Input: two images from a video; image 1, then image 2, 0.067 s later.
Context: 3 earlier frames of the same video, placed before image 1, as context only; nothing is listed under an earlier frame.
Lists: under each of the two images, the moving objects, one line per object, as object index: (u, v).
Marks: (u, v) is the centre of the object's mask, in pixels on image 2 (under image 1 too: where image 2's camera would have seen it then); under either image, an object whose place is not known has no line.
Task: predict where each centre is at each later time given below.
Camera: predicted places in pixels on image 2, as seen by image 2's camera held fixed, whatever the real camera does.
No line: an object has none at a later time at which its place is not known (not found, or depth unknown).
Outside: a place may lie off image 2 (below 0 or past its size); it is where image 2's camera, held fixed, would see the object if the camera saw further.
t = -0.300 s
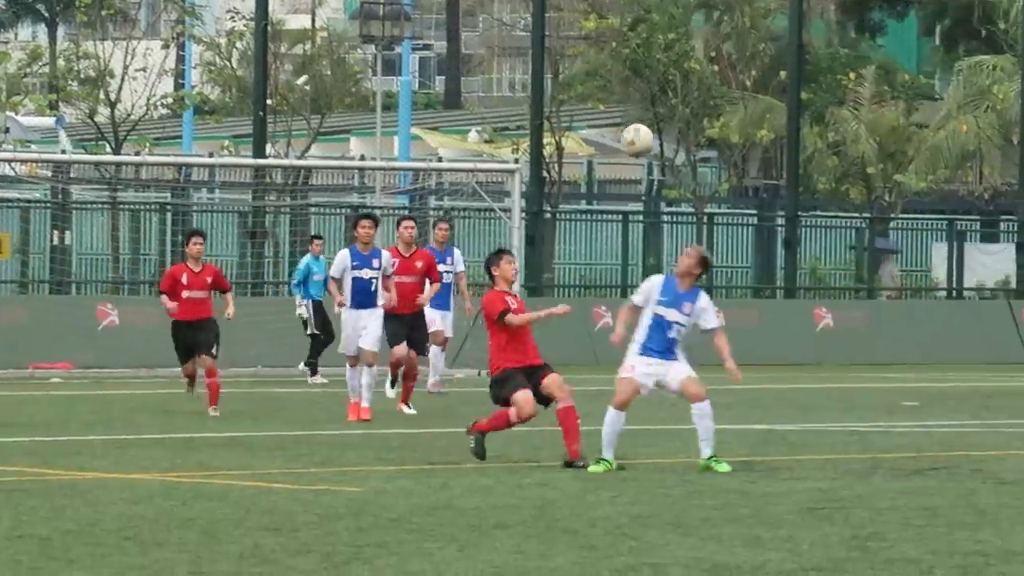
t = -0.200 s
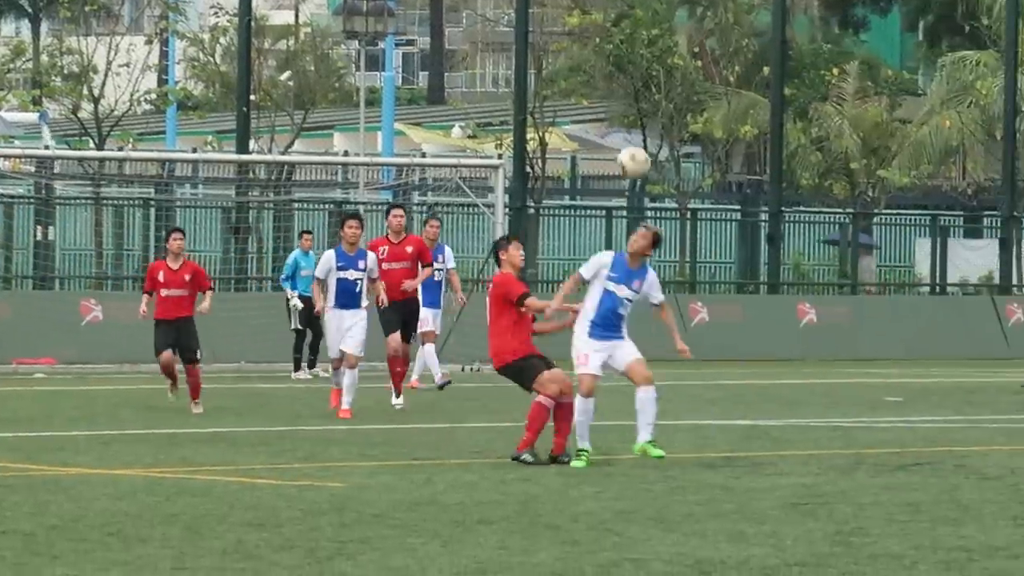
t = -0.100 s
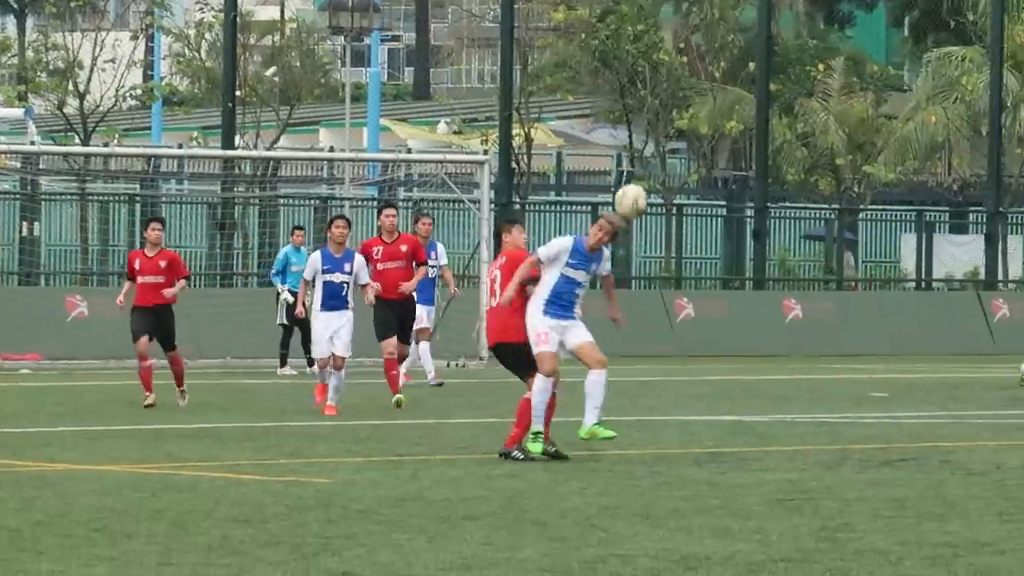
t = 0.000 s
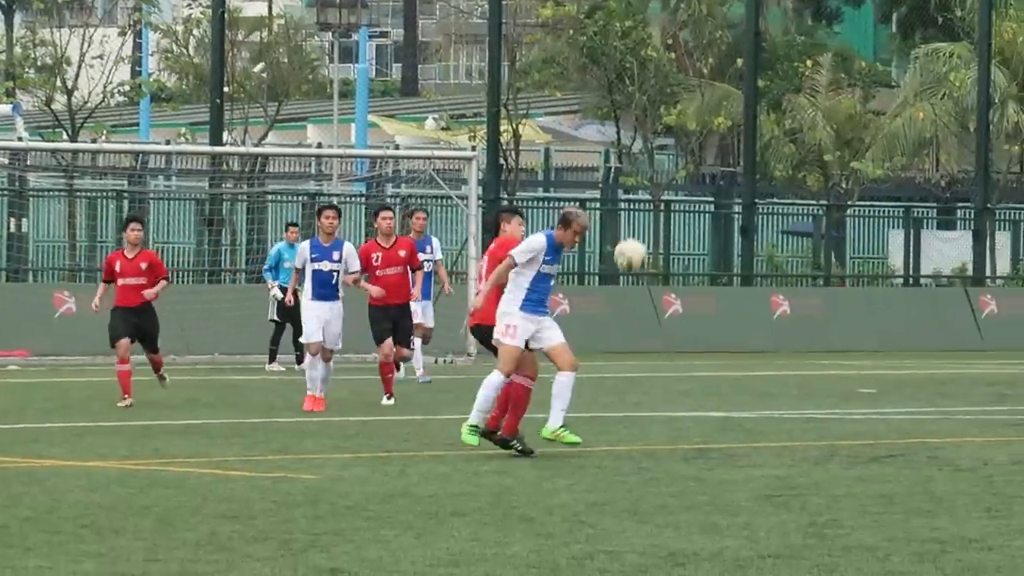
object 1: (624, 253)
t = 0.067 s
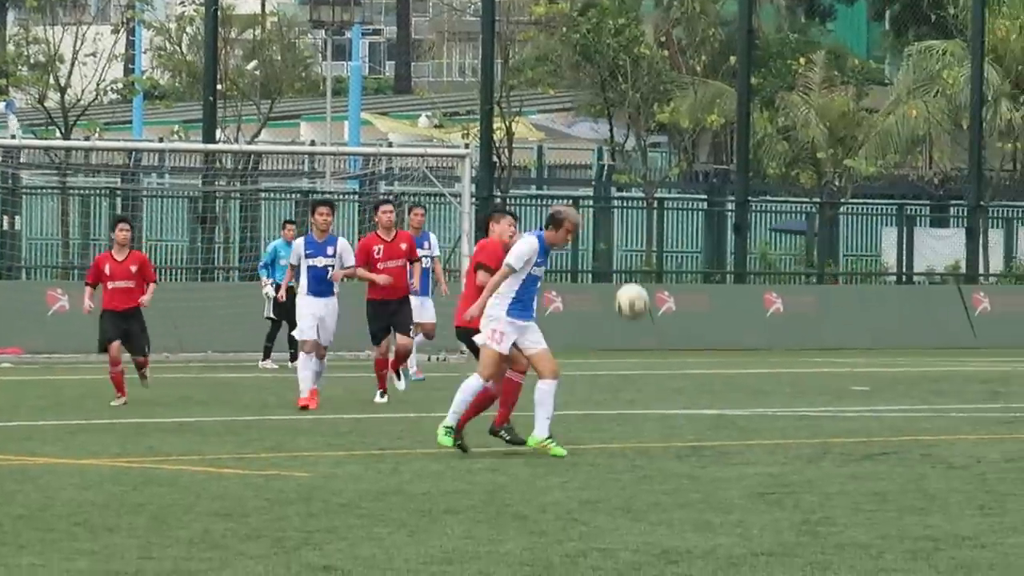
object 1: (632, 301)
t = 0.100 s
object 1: (636, 328)
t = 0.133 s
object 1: (642, 357)
